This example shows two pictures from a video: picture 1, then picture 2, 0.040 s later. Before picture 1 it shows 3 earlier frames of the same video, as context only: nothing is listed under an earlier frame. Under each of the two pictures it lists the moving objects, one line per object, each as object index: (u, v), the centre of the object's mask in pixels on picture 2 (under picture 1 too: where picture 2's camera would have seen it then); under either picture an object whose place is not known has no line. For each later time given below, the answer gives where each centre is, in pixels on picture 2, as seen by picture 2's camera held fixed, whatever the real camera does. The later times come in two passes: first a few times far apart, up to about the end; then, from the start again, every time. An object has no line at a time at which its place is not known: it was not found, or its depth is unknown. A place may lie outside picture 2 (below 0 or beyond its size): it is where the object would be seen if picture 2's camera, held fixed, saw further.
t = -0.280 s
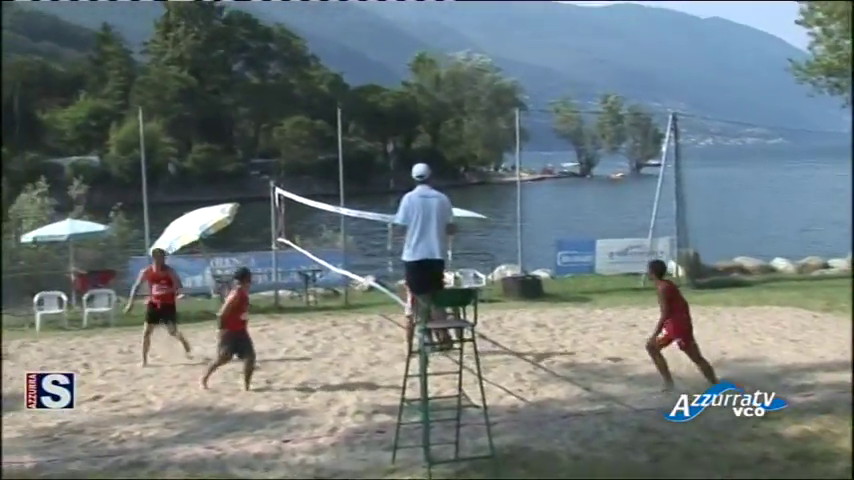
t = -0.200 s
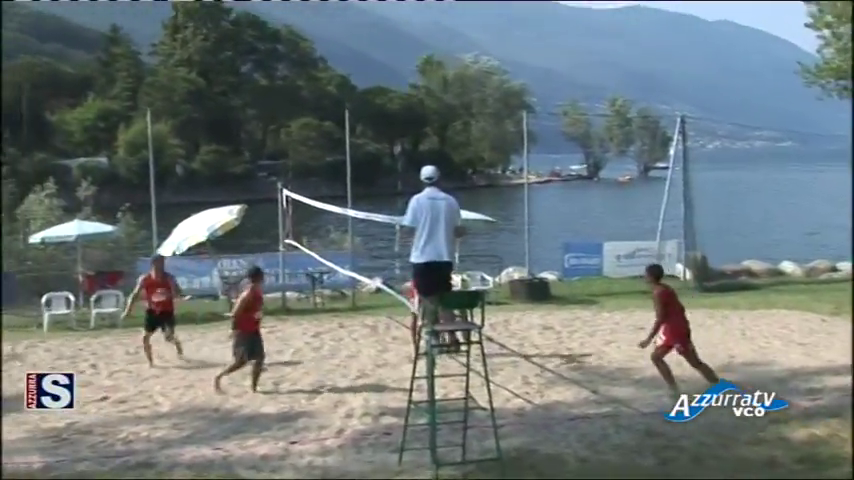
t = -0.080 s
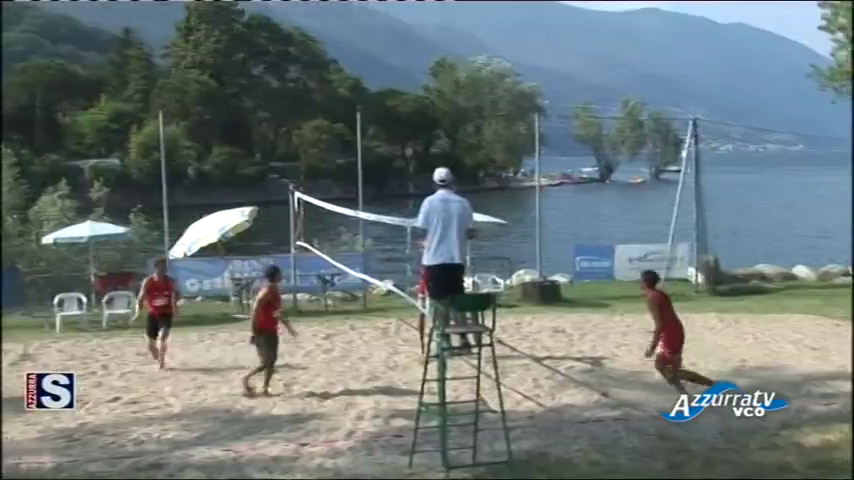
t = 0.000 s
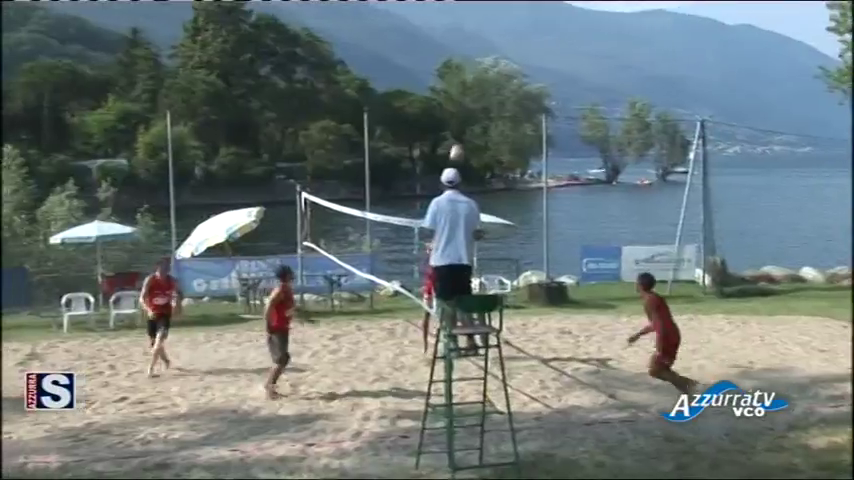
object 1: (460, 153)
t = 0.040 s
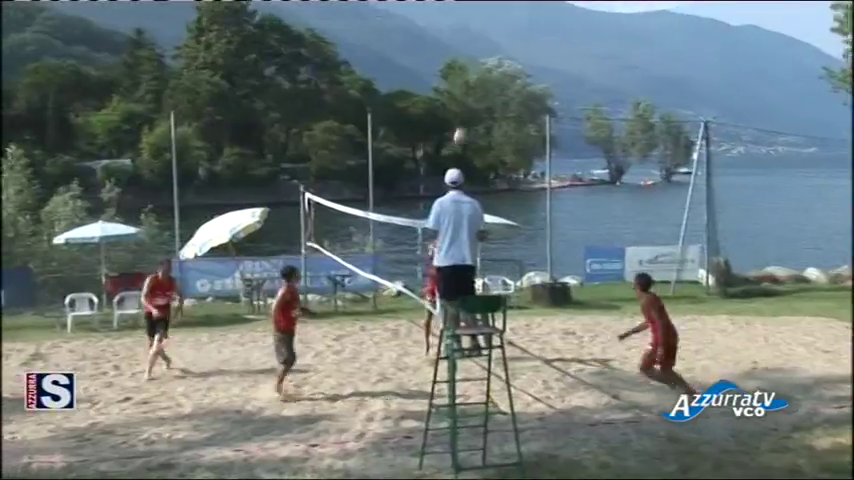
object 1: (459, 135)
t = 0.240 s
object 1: (463, 62)
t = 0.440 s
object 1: (470, 18)
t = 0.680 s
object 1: (477, 1)
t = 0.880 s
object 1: (481, 18)
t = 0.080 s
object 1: (460, 118)
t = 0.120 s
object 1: (462, 102)
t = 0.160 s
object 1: (461, 88)
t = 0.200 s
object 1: (463, 73)
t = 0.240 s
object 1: (463, 62)
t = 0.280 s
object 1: (466, 52)
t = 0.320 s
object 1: (467, 41)
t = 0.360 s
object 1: (469, 33)
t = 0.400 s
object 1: (469, 25)
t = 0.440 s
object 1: (470, 18)
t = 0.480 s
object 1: (471, 13)
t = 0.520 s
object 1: (473, 7)
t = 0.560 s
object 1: (474, 4)
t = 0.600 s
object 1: (475, 3)
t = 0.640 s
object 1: (476, 1)
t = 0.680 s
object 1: (477, 1)
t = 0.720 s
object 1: (478, 2)
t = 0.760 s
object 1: (479, 4)
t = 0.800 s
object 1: (480, 8)
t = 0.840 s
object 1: (481, 13)
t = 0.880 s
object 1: (481, 18)
